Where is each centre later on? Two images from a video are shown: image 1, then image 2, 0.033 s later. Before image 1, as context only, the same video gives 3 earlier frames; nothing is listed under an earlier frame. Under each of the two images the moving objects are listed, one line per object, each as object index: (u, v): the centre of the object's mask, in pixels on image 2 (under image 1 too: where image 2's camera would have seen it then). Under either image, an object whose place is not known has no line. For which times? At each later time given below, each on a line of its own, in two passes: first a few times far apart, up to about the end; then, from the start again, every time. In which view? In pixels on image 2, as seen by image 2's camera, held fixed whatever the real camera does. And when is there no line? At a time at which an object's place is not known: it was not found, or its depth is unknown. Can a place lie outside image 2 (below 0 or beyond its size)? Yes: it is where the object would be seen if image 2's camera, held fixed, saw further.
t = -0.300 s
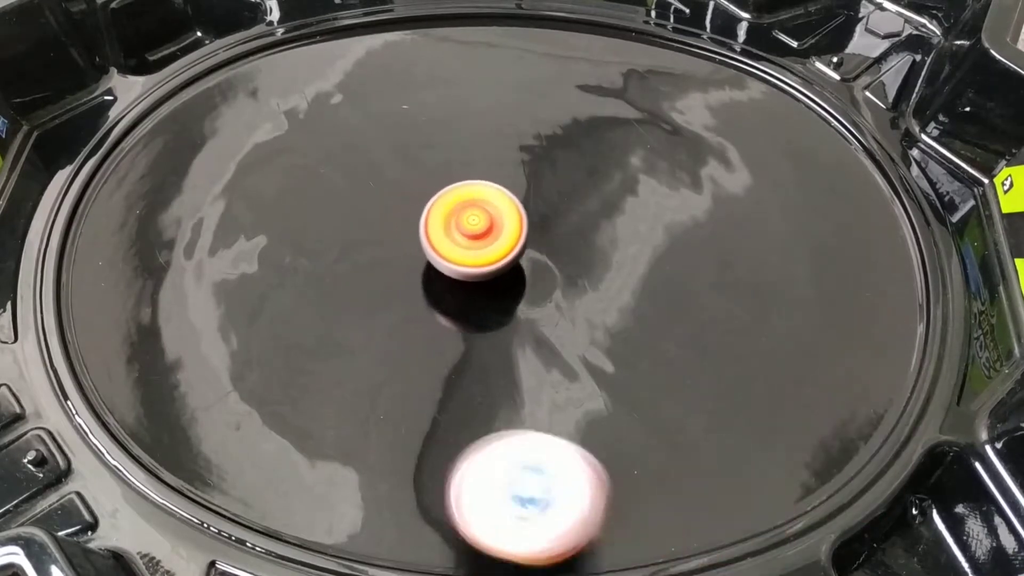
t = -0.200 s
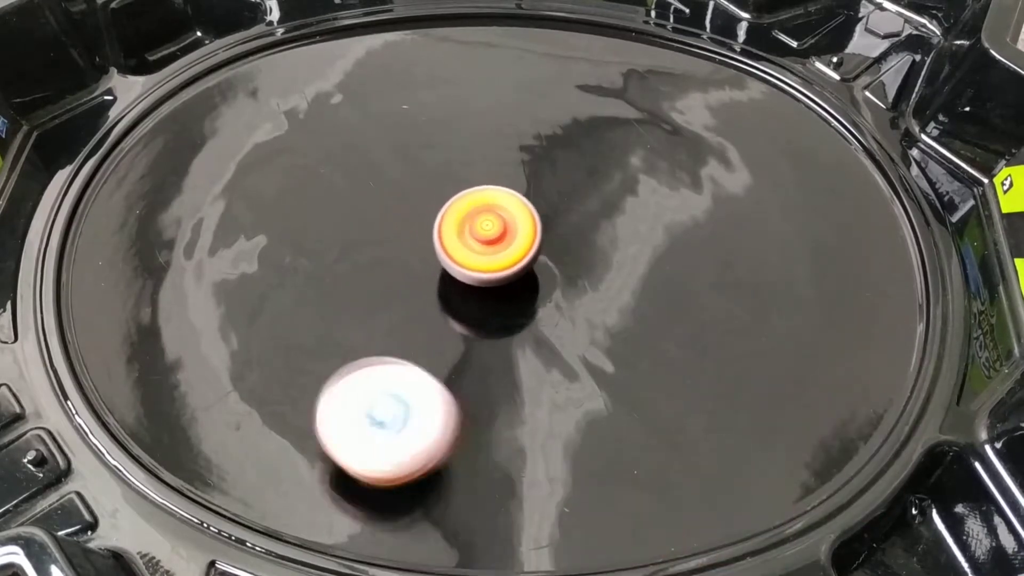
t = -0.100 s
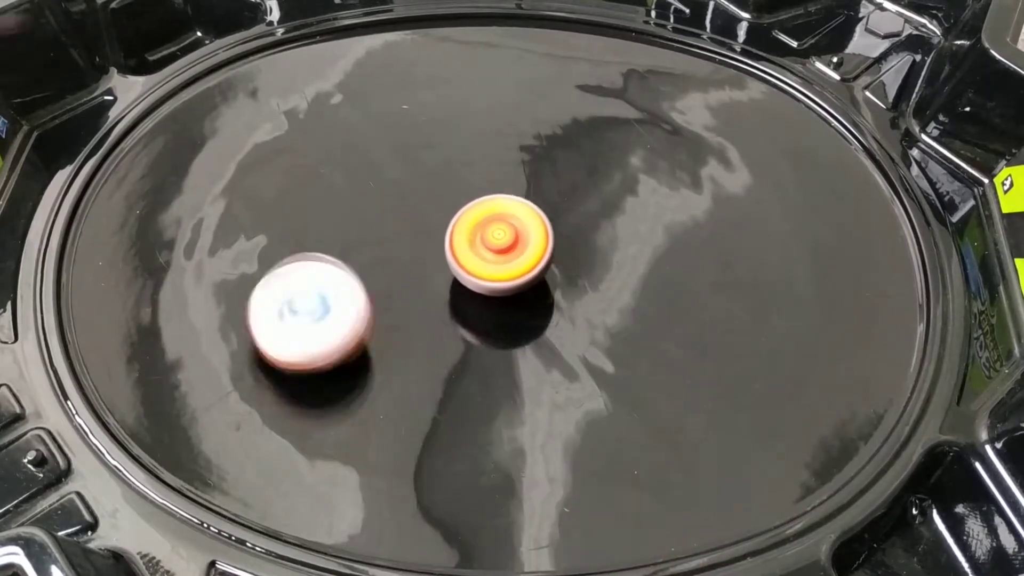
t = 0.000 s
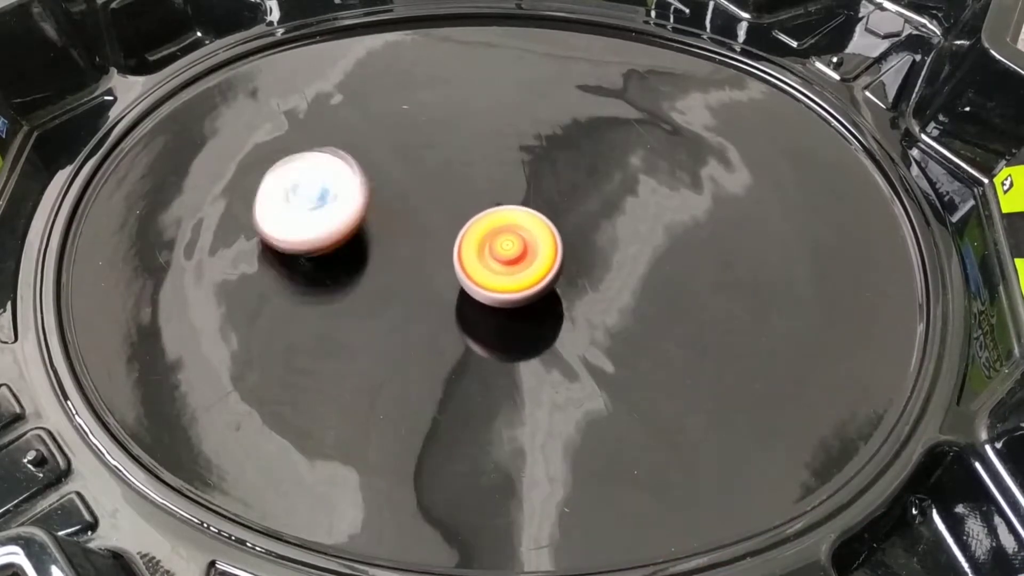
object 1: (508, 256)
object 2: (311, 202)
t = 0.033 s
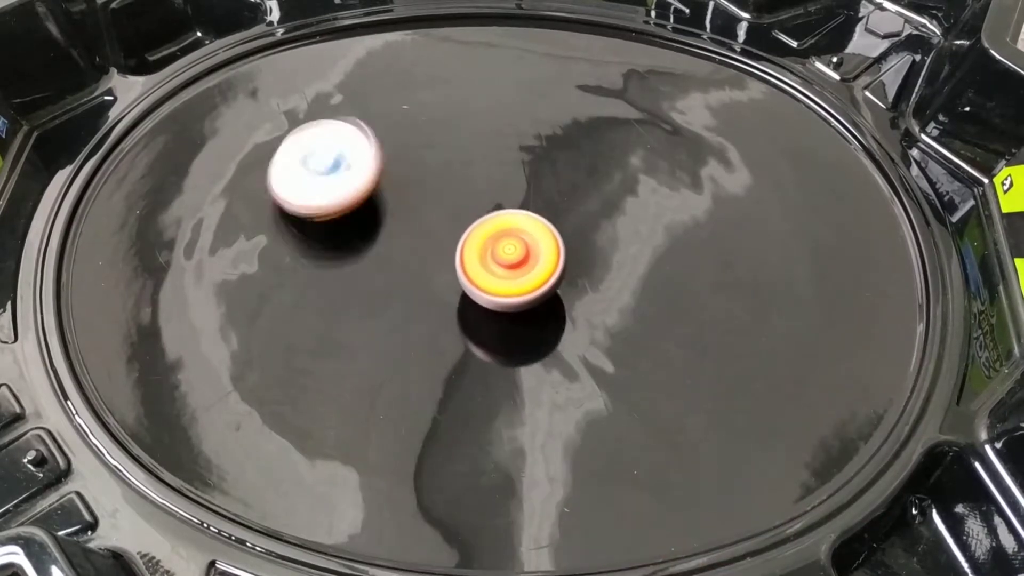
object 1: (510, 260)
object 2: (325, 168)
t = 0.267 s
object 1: (515, 292)
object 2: (537, 53)
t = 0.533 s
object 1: (519, 321)
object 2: (780, 218)
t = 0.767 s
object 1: (508, 336)
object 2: (585, 443)
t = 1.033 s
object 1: (487, 329)
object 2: (204, 328)
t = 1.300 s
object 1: (471, 303)
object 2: (222, 82)
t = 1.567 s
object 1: (459, 267)
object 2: (519, 87)
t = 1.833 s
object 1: (459, 229)
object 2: (678, 357)
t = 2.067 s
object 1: (469, 207)
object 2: (435, 517)
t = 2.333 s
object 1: (485, 201)
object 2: (159, 350)
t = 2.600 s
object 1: (498, 221)
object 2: (350, 127)
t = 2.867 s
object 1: (511, 253)
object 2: (667, 155)
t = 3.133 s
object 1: (501, 290)
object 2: (804, 398)
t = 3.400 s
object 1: (485, 314)
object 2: (461, 466)
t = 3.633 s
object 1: (465, 320)
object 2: (283, 254)
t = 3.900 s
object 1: (445, 303)
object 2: (436, 63)
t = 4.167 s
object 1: (438, 274)
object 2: (688, 155)
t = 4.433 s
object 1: (443, 241)
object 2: (597, 415)
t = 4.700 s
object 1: (458, 217)
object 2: (249, 374)
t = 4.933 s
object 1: (475, 211)
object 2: (203, 170)
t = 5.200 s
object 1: (498, 228)
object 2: (463, 101)
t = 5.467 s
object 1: (510, 257)
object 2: (685, 292)
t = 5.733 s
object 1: (500, 291)
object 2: (520, 494)
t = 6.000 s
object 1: (486, 314)
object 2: (257, 351)
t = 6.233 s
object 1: (467, 318)
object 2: (363, 149)
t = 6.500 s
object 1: (447, 302)
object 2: (631, 138)
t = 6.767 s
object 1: (445, 272)
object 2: (743, 350)
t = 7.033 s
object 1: (449, 239)
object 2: (440, 418)
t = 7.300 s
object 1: (468, 219)
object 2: (278, 215)
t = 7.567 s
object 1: (492, 221)
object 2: (456, 89)
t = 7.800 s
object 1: (514, 237)
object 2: (639, 215)
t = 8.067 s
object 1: (519, 268)
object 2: (509, 426)
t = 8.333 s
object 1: (506, 297)
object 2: (245, 336)
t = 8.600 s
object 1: (487, 314)
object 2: (352, 152)
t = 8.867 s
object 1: (463, 309)
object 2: (609, 206)
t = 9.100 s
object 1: (452, 287)
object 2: (649, 392)
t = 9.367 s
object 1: (448, 255)
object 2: (383, 393)
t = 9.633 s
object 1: (462, 226)
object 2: (356, 188)
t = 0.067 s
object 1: (512, 264)
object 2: (345, 138)
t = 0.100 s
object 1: (513, 269)
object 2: (370, 112)
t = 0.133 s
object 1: (514, 273)
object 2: (398, 90)
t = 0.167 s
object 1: (515, 278)
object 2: (430, 73)
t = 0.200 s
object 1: (515, 283)
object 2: (464, 61)
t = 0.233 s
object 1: (515, 288)
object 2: (500, 54)
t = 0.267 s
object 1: (515, 292)
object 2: (537, 53)
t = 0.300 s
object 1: (516, 296)
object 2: (574, 56)
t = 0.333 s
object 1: (517, 300)
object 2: (612, 64)
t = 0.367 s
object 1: (518, 304)
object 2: (649, 76)
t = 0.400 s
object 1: (519, 308)
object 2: (684, 94)
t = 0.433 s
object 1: (519, 312)
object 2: (716, 117)
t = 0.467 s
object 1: (519, 315)
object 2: (744, 146)
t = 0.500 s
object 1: (519, 318)
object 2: (766, 180)
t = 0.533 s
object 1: (519, 321)
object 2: (780, 218)
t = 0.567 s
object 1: (518, 324)
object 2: (784, 259)
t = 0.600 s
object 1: (517, 327)
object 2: (776, 300)
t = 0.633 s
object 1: (516, 329)
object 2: (757, 339)
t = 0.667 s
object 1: (515, 332)
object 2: (727, 375)
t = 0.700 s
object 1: (513, 334)
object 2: (687, 405)
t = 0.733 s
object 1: (510, 335)
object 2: (640, 428)
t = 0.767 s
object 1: (508, 336)
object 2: (585, 443)
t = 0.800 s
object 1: (505, 336)
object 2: (527, 451)
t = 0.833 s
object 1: (503, 335)
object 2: (469, 449)
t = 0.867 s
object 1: (500, 335)
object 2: (415, 440)
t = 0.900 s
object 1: (497, 335)
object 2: (363, 427)
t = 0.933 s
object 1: (495, 334)
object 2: (314, 410)
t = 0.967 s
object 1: (492, 332)
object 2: (270, 387)
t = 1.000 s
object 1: (490, 331)
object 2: (233, 359)
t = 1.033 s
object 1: (487, 329)
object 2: (204, 328)
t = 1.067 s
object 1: (484, 327)
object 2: (183, 296)
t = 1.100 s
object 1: (482, 324)
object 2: (168, 262)
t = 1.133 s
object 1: (480, 322)
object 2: (161, 228)
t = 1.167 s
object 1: (478, 318)
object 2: (160, 194)
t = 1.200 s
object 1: (476, 315)
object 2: (167, 162)
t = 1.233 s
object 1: (474, 311)
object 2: (180, 132)
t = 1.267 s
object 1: (472, 307)
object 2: (198, 106)
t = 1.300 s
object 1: (471, 303)
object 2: (222, 82)
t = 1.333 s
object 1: (469, 299)
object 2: (252, 63)
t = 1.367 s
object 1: (468, 295)
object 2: (286, 50)
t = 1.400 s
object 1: (467, 290)
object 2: (323, 42)
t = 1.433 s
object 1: (466, 286)
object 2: (361, 40)
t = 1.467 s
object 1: (465, 281)
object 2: (401, 44)
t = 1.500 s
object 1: (463, 277)
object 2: (441, 53)
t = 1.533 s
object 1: (461, 272)
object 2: (481, 67)
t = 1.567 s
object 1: (459, 267)
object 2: (519, 87)
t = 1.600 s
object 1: (458, 262)
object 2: (555, 110)
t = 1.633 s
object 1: (457, 256)
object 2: (588, 137)
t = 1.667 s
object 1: (456, 251)
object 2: (617, 168)
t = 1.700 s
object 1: (456, 247)
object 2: (643, 202)
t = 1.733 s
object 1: (456, 242)
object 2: (663, 238)
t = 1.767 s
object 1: (457, 237)
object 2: (676, 277)
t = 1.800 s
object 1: (458, 233)
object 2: (681, 317)
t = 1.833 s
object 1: (459, 229)
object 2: (678, 357)
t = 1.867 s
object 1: (461, 225)
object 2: (666, 396)
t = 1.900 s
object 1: (462, 221)
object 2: (645, 433)
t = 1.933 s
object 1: (464, 218)
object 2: (614, 463)
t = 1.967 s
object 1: (465, 215)
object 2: (576, 488)
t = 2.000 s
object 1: (466, 212)
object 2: (532, 506)
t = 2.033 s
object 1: (468, 209)
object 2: (485, 514)
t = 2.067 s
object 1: (469, 207)
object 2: (435, 517)
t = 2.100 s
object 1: (471, 205)
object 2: (384, 516)
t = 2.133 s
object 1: (472, 203)
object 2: (334, 510)
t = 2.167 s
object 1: (474, 202)
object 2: (287, 499)
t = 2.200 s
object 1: (476, 201)
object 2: (244, 479)
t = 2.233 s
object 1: (478, 200)
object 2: (209, 454)
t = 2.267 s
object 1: (481, 200)
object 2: (182, 421)
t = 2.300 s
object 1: (483, 200)
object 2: (166, 387)
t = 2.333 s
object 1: (485, 201)
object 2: (159, 350)
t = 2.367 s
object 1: (487, 202)
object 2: (162, 312)
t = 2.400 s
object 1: (488, 204)
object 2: (173, 277)
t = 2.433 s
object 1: (490, 206)
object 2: (191, 243)
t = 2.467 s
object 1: (492, 208)
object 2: (214, 212)
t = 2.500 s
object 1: (494, 211)
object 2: (242, 184)
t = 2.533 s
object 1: (495, 214)
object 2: (275, 161)
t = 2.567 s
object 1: (497, 217)
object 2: (312, 142)
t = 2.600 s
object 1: (498, 221)
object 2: (350, 127)
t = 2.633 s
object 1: (500, 224)
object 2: (390, 116)
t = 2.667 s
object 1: (503, 228)
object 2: (431, 110)
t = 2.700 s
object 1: (505, 232)
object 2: (472, 109)
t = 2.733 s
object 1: (507, 236)
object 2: (513, 111)
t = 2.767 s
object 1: (509, 240)
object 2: (553, 117)
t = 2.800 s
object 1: (510, 244)
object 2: (593, 126)
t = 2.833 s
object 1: (511, 249)
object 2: (631, 139)
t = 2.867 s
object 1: (511, 253)
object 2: (667, 155)
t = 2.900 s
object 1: (511, 258)
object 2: (702, 175)
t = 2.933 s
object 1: (511, 262)
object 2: (733, 198)
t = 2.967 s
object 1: (510, 267)
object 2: (762, 226)
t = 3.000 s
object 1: (509, 272)
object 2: (786, 257)
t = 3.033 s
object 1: (508, 277)
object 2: (803, 290)
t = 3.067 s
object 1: (506, 282)
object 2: (812, 325)
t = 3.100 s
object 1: (503, 286)
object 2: (813, 362)
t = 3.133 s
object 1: (501, 290)
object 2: (804, 398)
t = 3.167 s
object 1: (499, 294)
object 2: (784, 431)
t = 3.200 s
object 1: (498, 298)
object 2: (753, 458)
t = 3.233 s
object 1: (496, 301)
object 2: (713, 479)
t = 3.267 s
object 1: (495, 304)
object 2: (667, 491)
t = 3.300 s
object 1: (493, 307)
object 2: (616, 495)
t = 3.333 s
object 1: (490, 310)
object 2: (563, 493)
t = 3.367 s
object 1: (488, 312)
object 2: (511, 483)
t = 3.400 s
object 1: (485, 314)
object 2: (461, 466)
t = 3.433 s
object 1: (483, 316)
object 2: (418, 444)
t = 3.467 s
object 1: (480, 318)
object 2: (379, 418)
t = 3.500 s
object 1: (477, 319)
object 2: (346, 390)
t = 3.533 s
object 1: (474, 320)
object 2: (317, 358)
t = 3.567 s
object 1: (471, 321)
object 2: (299, 325)
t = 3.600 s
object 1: (468, 321)
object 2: (286, 290)
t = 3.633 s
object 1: (465, 320)
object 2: (283, 254)
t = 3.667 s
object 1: (462, 319)
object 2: (284, 219)
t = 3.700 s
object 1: (459, 317)
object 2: (293, 186)
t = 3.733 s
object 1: (456, 316)
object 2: (306, 157)
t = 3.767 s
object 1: (454, 313)
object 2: (325, 130)
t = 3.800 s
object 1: (451, 311)
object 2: (348, 107)
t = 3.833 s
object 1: (449, 309)
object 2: (375, 88)
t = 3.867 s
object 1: (447, 306)
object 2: (404, 73)
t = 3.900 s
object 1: (445, 303)
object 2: (436, 63)
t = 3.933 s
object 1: (443, 300)
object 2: (470, 58)
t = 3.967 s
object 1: (442, 297)
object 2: (504, 58)
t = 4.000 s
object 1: (440, 294)
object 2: (538, 63)
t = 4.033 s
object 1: (440, 290)
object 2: (572, 72)
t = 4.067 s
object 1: (439, 286)
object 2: (604, 86)
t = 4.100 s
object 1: (439, 282)
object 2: (636, 105)
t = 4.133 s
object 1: (438, 279)
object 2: (664, 128)
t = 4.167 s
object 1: (438, 274)
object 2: (688, 155)
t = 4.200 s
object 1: (439, 270)
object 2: (706, 188)
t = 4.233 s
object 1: (439, 266)
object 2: (717, 223)
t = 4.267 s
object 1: (440, 263)
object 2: (718, 260)
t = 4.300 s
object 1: (440, 258)
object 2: (713, 297)
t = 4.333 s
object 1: (441, 254)
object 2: (696, 334)
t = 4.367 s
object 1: (441, 250)
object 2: (670, 366)
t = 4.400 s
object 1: (442, 245)
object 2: (638, 393)
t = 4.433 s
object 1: (443, 241)
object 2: (597, 415)
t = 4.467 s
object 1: (444, 237)
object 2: (553, 430)
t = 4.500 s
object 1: (446, 233)
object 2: (506, 438)
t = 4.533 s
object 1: (448, 230)
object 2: (458, 440)
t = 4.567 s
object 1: (450, 226)
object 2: (412, 435)
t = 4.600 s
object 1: (452, 223)
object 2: (367, 426)
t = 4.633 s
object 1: (454, 221)
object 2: (323, 414)
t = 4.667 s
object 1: (456, 219)
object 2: (284, 396)
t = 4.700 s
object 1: (458, 217)
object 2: (249, 374)
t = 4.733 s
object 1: (460, 215)
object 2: (222, 349)
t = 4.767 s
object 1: (462, 214)
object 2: (200, 320)
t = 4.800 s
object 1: (464, 212)
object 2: (186, 290)
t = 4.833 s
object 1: (467, 212)
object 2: (180, 258)
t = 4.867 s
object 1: (470, 211)
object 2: (180, 228)
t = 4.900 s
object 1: (473, 211)
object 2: (188, 197)
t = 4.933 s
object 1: (475, 211)
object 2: (203, 170)
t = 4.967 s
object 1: (478, 212)
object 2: (223, 146)
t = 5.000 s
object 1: (481, 213)
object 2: (250, 125)
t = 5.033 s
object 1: (483, 215)
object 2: (279, 109)
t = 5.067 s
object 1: (486, 217)
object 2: (314, 98)
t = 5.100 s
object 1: (489, 220)
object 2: (349, 91)
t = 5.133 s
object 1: (492, 222)
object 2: (387, 90)
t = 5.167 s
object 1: (495, 225)
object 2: (425, 93)
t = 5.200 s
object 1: (498, 228)
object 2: (463, 101)
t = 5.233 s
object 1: (501, 231)
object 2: (499, 113)
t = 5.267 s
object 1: (503, 234)
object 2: (535, 130)
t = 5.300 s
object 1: (505, 237)
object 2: (569, 149)
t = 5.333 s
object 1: (507, 241)
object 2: (600, 172)
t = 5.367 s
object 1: (508, 245)
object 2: (627, 198)
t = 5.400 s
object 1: (509, 248)
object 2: (652, 227)
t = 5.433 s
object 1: (510, 253)
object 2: (670, 258)
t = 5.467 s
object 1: (510, 257)
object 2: (685, 292)
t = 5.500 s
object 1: (510, 261)
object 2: (691, 328)
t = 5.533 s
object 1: (510, 266)
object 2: (689, 362)
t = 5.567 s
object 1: (509, 271)
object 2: (680, 395)
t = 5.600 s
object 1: (508, 275)
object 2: (661, 425)
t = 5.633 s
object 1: (506, 280)
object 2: (636, 451)
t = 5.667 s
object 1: (504, 284)
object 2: (601, 471)
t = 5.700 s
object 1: (502, 288)
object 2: (562, 486)
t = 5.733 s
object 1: (500, 291)
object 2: (520, 494)
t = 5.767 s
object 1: (499, 295)
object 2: (475, 495)
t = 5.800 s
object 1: (498, 298)
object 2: (432, 489)
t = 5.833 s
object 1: (496, 301)
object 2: (391, 476)
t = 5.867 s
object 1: (495, 304)
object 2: (352, 459)
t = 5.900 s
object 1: (493, 307)
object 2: (317, 439)
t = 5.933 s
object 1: (491, 309)
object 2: (289, 413)
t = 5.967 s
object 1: (489, 312)
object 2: (269, 383)
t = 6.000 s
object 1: (486, 314)
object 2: (257, 351)
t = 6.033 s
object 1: (483, 316)
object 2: (253, 316)
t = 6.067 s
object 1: (481, 317)
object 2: (258, 282)
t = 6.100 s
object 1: (478, 318)
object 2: (268, 249)
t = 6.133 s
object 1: (476, 319)
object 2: (286, 219)
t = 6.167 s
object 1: (473, 319)
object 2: (308, 192)
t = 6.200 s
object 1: (470, 319)
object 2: (334, 169)
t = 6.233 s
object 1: (467, 318)
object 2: (363, 149)
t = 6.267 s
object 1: (464, 317)
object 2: (396, 134)
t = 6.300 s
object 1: (461, 316)
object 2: (428, 123)
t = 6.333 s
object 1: (458, 314)
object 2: (462, 116)
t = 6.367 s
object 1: (455, 312)
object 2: (497, 113)
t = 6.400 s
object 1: (453, 310)
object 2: (531, 114)
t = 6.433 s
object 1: (451, 307)
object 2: (565, 118)
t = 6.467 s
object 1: (449, 305)
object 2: (599, 126)
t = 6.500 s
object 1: (447, 302)
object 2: (631, 138)
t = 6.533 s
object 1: (446, 299)
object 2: (661, 153)
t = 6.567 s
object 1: (445, 295)
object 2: (690, 172)
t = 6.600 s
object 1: (444, 292)
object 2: (715, 195)
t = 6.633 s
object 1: (444, 288)
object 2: (736, 222)
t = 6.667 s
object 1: (444, 284)
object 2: (750, 252)
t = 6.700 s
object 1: (444, 280)
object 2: (757, 285)
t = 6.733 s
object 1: (444, 276)
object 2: (755, 317)
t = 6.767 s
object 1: (445, 272)
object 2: (743, 350)
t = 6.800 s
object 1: (445, 269)
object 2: (722, 378)
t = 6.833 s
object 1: (445, 265)
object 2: (691, 402)
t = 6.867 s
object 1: (445, 260)
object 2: (656, 420)
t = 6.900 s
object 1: (445, 256)
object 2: (615, 433)
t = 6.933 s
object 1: (445, 252)
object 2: (571, 439)
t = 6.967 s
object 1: (446, 247)
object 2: (525, 438)
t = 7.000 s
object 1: (447, 243)
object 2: (481, 431)
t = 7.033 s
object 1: (449, 239)
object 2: (440, 418)
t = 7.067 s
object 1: (450, 236)
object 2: (402, 401)
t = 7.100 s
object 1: (452, 233)
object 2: (367, 381)
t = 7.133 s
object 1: (455, 229)
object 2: (335, 359)
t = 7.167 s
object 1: (457, 226)
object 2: (311, 333)
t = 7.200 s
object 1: (460, 224)
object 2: (293, 305)
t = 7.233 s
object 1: (463, 221)
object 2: (281, 275)
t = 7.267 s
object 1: (465, 220)
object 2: (276, 244)
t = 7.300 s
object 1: (468, 219)
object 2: (278, 215)
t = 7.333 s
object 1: (470, 218)
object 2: (285, 186)
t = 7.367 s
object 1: (472, 217)
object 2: (298, 160)
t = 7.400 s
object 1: (475, 216)
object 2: (316, 138)
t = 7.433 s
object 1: (479, 216)
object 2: (338, 119)
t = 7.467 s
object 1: (482, 217)
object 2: (364, 104)
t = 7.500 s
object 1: (485, 218)
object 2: (394, 94)
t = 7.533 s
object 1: (488, 219)
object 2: (425, 89)
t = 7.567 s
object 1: (492, 221)
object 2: (456, 89)
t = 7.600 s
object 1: (495, 222)
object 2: (488, 94)
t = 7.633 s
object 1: (499, 224)
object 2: (520, 104)
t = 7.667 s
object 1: (502, 226)
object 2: (550, 118)
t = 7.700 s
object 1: (506, 228)
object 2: (578, 136)
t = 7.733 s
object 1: (509, 231)
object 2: (602, 158)
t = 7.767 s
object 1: (512, 234)
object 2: (623, 185)
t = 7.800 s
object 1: (514, 237)
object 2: (639, 215)
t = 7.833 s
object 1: (516, 240)
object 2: (648, 247)
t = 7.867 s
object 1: (517, 243)
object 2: (650, 281)
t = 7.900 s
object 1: (518, 247)
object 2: (644, 314)
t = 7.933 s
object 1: (519, 251)
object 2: (629, 346)
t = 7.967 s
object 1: (519, 255)
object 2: (607, 373)
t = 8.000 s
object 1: (519, 260)
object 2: (579, 396)
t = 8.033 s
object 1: (519, 264)
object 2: (546, 414)
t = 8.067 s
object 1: (519, 268)
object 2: (509, 426)
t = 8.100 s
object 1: (518, 272)
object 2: (469, 431)
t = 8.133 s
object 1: (516, 276)
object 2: (430, 430)
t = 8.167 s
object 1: (514, 280)
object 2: (391, 424)
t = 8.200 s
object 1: (513, 284)
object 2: (354, 416)
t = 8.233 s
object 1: (511, 288)
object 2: (318, 403)
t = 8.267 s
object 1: (509, 292)
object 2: (287, 385)
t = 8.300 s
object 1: (508, 295)
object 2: (263, 362)
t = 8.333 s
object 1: (506, 297)
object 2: (245, 336)
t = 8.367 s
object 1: (505, 300)
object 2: (236, 307)
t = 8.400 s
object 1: (503, 303)
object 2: (234, 278)
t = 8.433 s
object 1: (500, 306)
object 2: (239, 250)
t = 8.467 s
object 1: (498, 308)
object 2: (251, 224)
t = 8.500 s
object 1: (495, 310)
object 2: (269, 200)
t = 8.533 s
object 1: (492, 311)
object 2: (293, 180)
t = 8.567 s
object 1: (490, 313)
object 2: (321, 163)
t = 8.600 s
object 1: (487, 314)
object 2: (352, 152)
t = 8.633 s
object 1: (484, 315)
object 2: (385, 144)
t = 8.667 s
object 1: (480, 315)
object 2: (419, 141)
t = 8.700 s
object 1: (477, 315)
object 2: (453, 142)
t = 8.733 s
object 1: (474, 314)
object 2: (488, 148)
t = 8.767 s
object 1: (471, 314)
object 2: (521, 157)
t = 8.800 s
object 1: (469, 312)
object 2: (553, 170)
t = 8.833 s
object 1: (466, 311)
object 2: (582, 187)
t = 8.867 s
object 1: (463, 309)
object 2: (609, 206)
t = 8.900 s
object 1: (460, 306)
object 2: (634, 229)
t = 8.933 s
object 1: (458, 304)
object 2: (653, 254)
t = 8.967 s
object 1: (456, 301)
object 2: (667, 282)
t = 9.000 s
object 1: (454, 298)
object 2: (675, 311)
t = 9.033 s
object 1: (453, 295)
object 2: (674, 340)
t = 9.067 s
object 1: (452, 291)
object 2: (665, 367)
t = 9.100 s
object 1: (452, 287)
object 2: (649, 392)
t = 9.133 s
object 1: (452, 283)
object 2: (624, 414)
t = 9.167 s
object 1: (451, 280)
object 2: (594, 430)
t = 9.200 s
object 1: (451, 276)
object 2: (558, 439)
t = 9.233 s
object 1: (451, 273)
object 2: (520, 442)
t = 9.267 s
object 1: (450, 268)
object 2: (481, 439)
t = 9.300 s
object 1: (449, 264)
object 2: (445, 428)
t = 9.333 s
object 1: (448, 259)
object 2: (412, 412)
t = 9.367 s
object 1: (448, 255)
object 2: (383, 393)
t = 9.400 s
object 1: (448, 251)
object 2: (357, 370)
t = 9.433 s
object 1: (449, 246)
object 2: (338, 345)
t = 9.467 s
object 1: (450, 242)
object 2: (326, 318)
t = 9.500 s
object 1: (451, 238)
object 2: (322, 290)
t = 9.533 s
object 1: (452, 234)
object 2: (324, 263)
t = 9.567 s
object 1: (454, 231)
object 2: (331, 237)
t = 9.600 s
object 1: (456, 227)
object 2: (344, 212)
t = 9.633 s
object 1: (462, 226)
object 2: (356, 188)
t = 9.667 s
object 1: (467, 224)
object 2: (369, 166)
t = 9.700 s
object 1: (471, 222)
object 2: (387, 148)
